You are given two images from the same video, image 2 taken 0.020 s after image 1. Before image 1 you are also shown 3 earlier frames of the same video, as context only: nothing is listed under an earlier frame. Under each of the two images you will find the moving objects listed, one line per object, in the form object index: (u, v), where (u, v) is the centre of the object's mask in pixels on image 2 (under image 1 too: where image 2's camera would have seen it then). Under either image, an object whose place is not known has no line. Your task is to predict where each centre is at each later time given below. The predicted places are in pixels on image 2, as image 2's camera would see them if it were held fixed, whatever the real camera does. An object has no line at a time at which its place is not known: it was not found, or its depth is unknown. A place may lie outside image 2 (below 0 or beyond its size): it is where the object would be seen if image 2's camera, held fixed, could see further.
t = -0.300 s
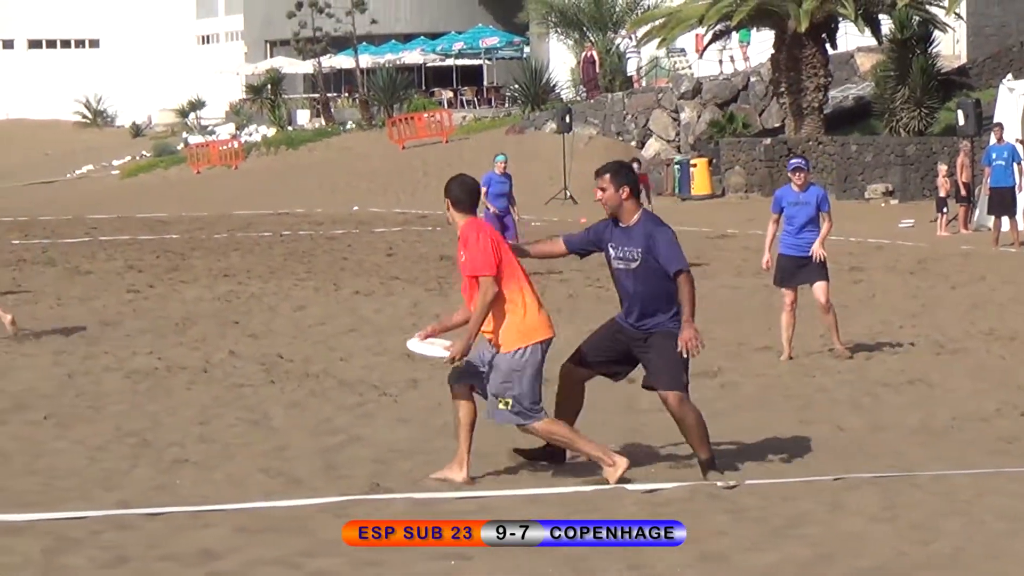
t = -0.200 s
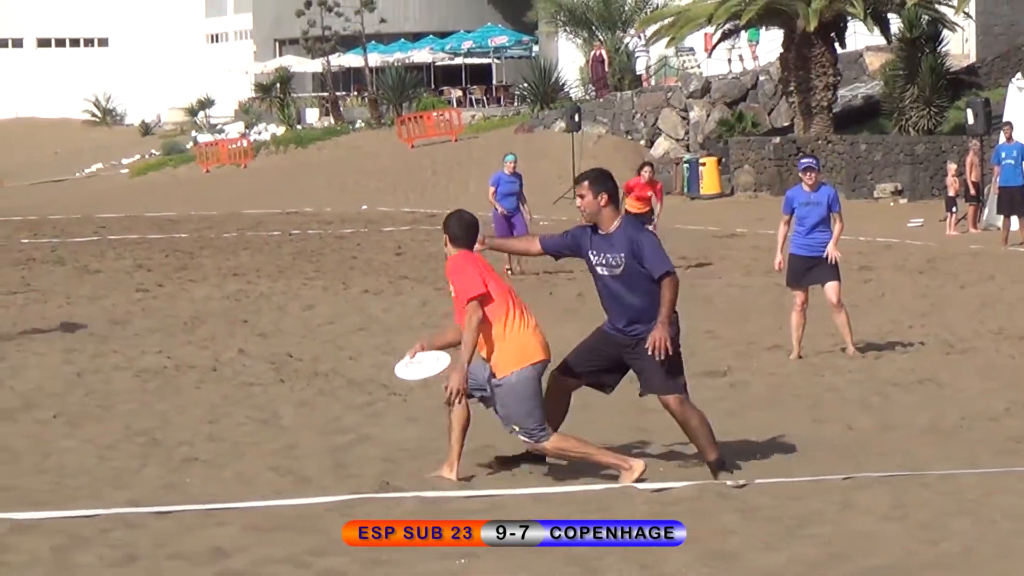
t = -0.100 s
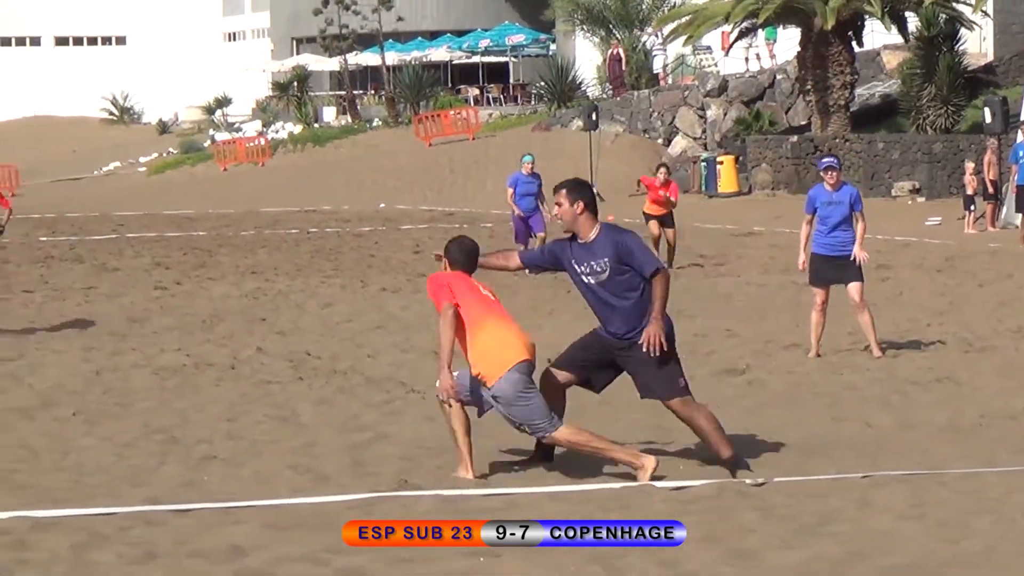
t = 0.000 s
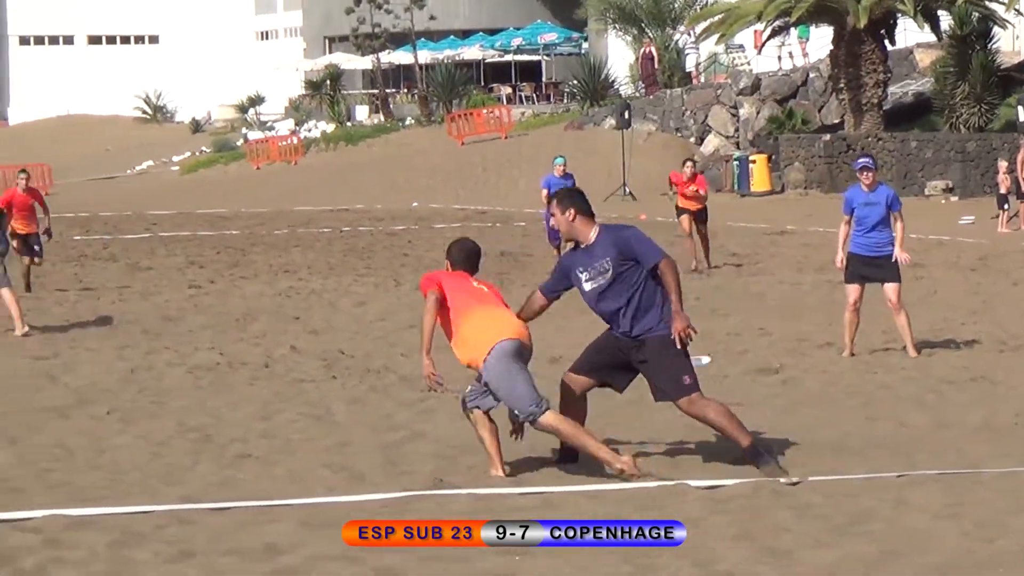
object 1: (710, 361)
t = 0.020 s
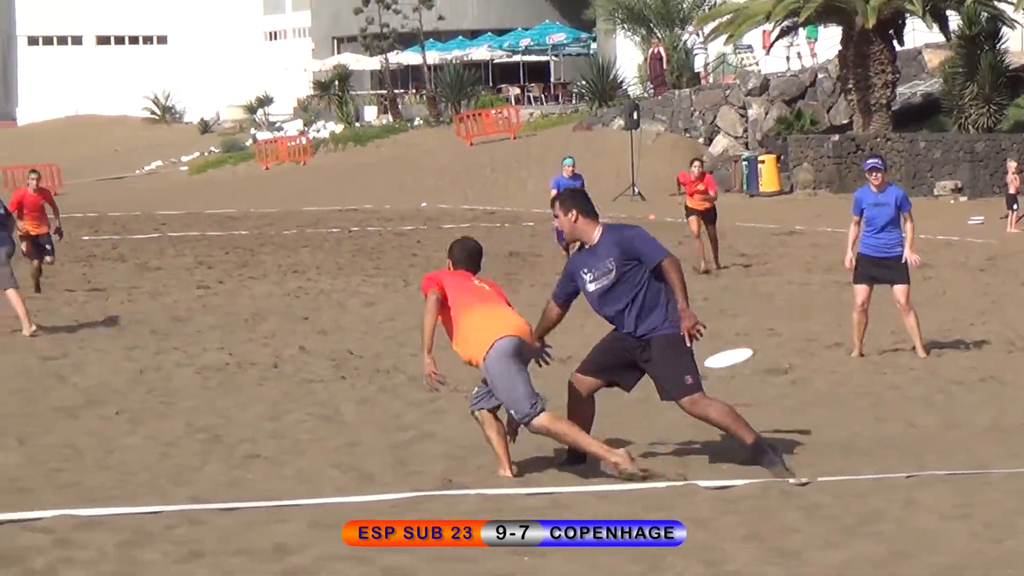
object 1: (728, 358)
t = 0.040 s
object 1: (760, 351)
